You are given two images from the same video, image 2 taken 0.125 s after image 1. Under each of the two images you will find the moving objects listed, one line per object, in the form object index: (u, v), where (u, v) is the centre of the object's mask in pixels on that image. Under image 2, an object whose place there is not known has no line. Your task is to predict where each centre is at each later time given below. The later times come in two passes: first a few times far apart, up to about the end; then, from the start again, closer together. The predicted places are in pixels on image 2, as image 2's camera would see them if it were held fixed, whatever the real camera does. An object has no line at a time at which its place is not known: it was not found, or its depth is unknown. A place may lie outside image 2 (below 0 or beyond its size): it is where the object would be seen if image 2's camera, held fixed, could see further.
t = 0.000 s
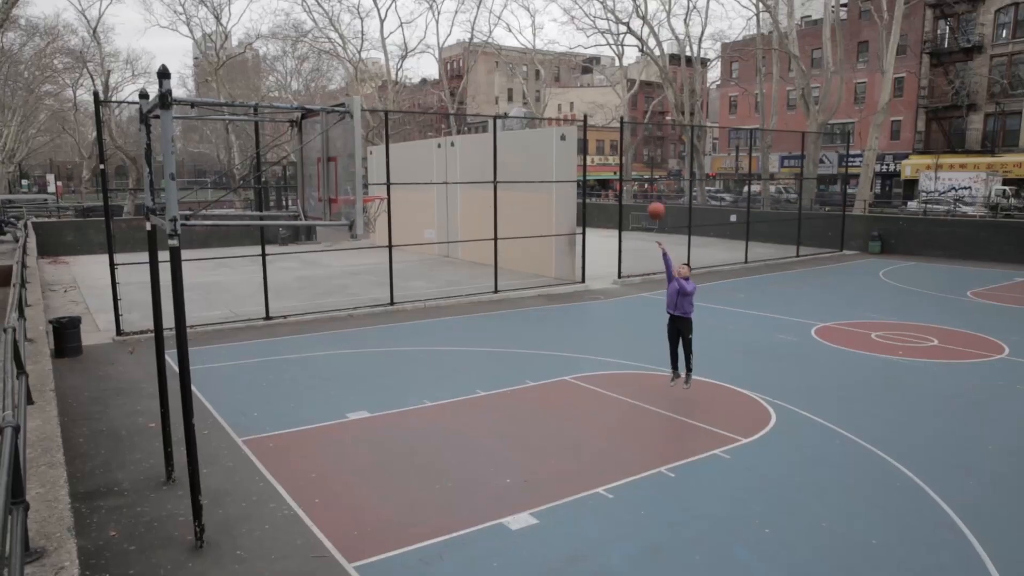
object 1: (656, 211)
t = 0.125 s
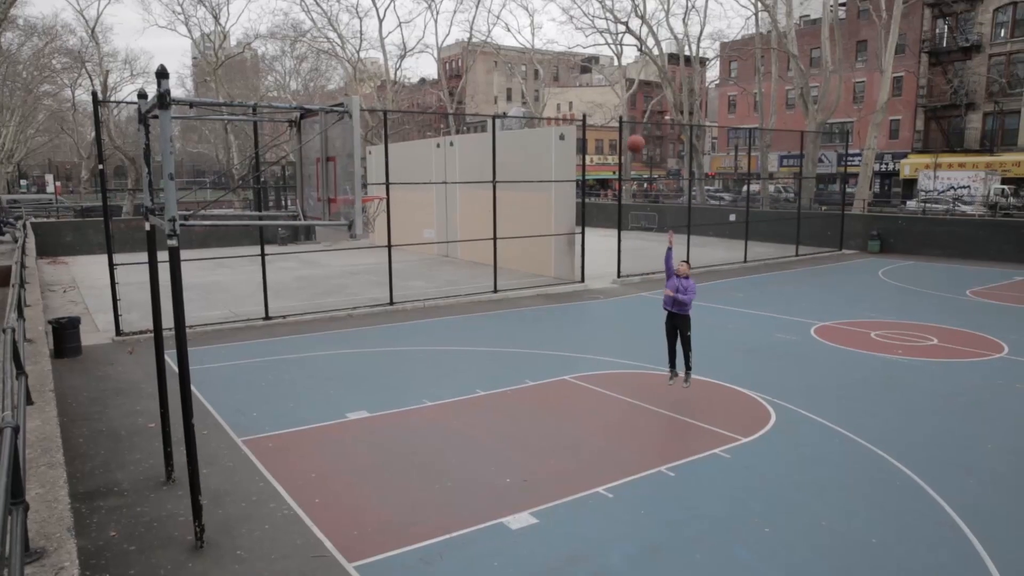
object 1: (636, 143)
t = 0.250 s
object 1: (615, 84)
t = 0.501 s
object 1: (570, -7)
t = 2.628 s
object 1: (358, 246)
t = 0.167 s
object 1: (629, 123)
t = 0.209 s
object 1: (622, 103)
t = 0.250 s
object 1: (615, 84)
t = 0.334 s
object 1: (600, 50)
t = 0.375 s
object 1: (593, 34)
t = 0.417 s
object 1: (585, 20)
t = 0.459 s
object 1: (578, 6)
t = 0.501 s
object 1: (570, -7)
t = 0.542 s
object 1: (562, -18)
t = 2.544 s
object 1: (358, 237)
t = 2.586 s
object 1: (359, 240)
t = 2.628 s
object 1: (358, 246)
